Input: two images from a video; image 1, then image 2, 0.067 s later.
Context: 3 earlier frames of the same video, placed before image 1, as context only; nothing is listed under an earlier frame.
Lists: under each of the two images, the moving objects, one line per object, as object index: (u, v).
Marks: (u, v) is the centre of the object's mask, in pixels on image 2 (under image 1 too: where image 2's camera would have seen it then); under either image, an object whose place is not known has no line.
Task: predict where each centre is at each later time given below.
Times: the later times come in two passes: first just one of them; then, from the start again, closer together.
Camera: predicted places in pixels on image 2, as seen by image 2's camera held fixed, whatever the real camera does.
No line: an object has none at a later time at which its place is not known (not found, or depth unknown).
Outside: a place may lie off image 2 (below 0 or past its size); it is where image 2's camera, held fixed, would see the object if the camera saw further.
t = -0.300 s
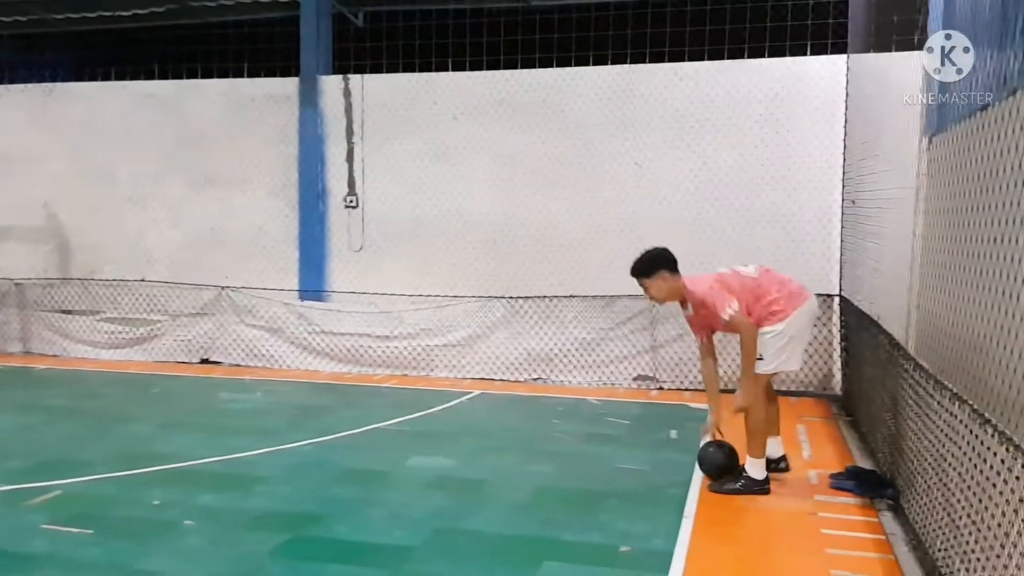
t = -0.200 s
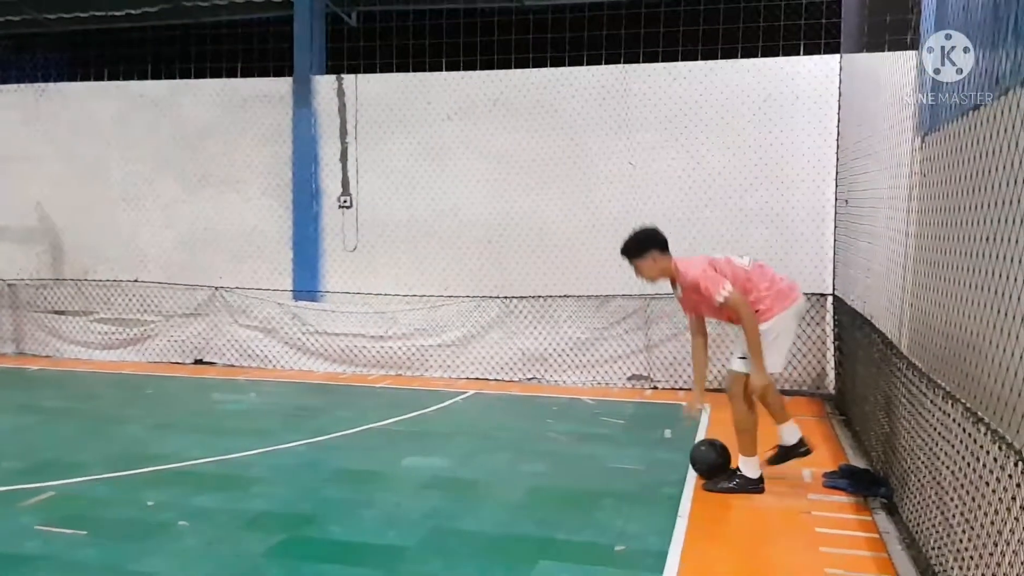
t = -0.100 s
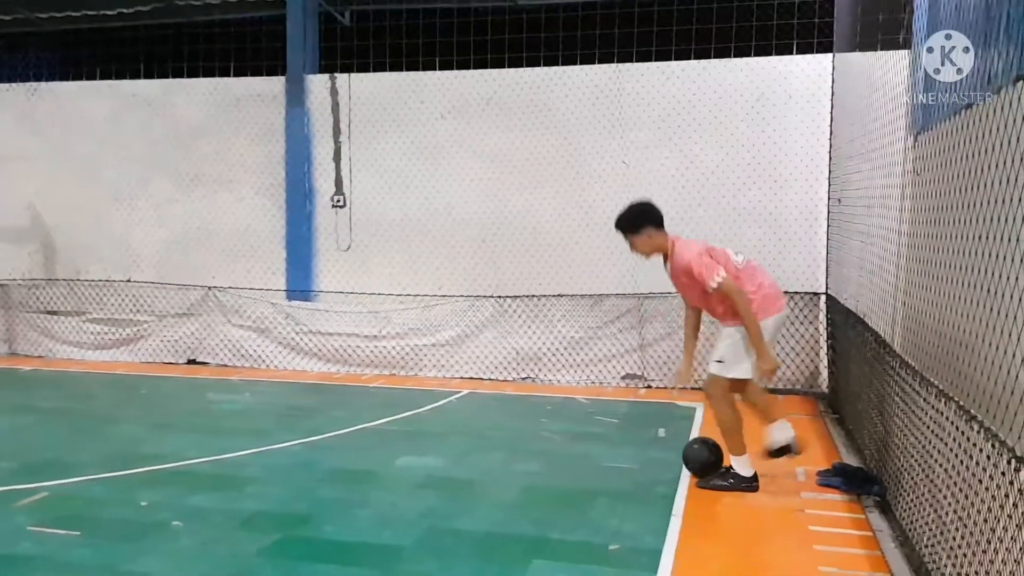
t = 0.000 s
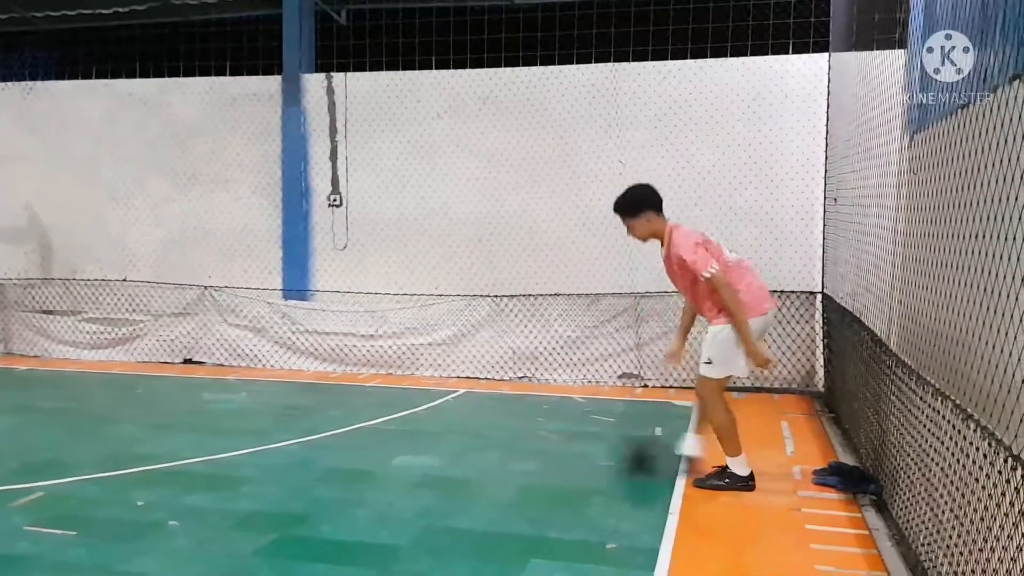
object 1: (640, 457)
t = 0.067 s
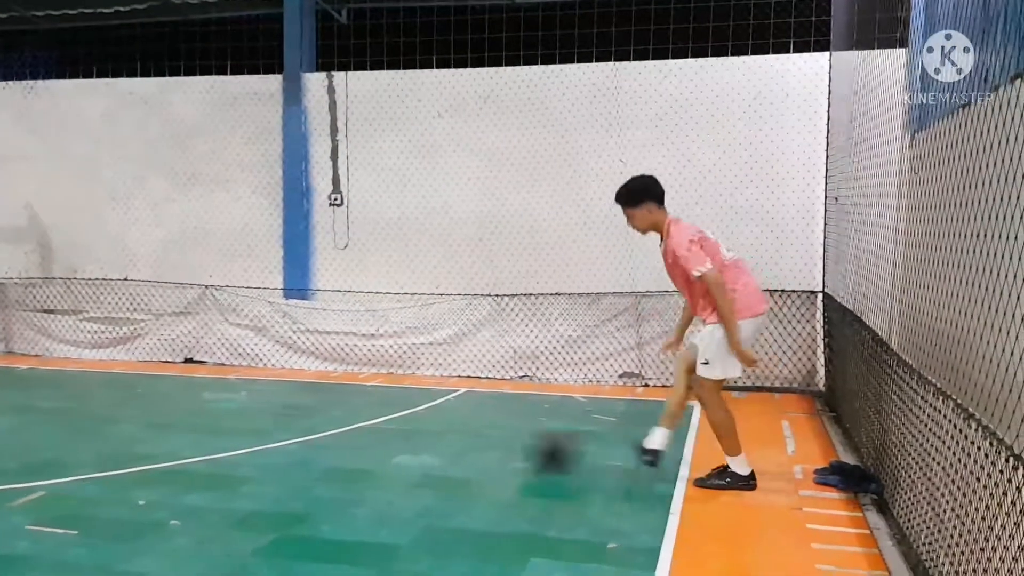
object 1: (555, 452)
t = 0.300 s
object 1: (296, 447)
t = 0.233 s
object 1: (365, 448)
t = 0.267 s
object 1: (328, 448)
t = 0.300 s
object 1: (296, 447)
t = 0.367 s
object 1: (234, 445)
